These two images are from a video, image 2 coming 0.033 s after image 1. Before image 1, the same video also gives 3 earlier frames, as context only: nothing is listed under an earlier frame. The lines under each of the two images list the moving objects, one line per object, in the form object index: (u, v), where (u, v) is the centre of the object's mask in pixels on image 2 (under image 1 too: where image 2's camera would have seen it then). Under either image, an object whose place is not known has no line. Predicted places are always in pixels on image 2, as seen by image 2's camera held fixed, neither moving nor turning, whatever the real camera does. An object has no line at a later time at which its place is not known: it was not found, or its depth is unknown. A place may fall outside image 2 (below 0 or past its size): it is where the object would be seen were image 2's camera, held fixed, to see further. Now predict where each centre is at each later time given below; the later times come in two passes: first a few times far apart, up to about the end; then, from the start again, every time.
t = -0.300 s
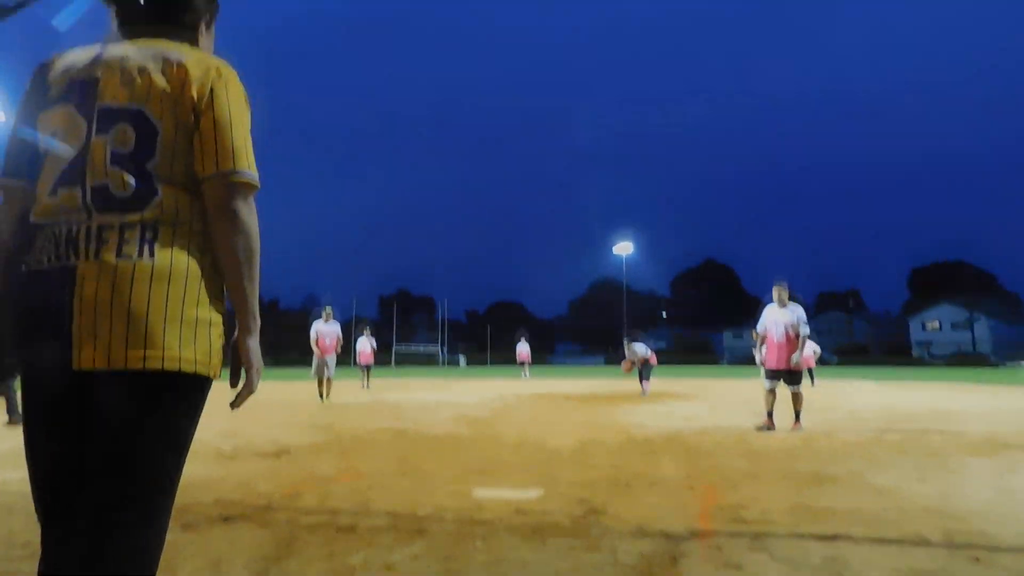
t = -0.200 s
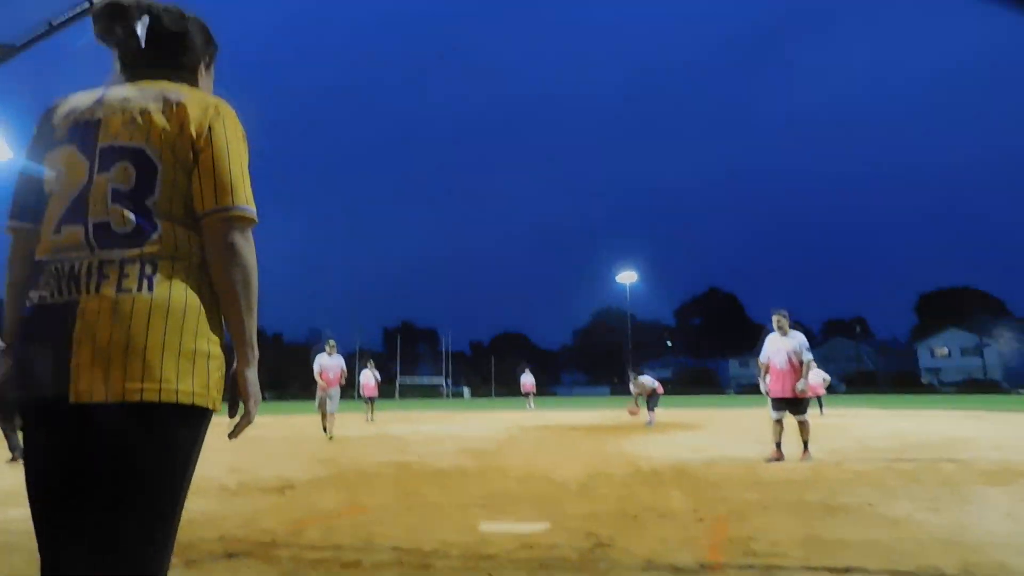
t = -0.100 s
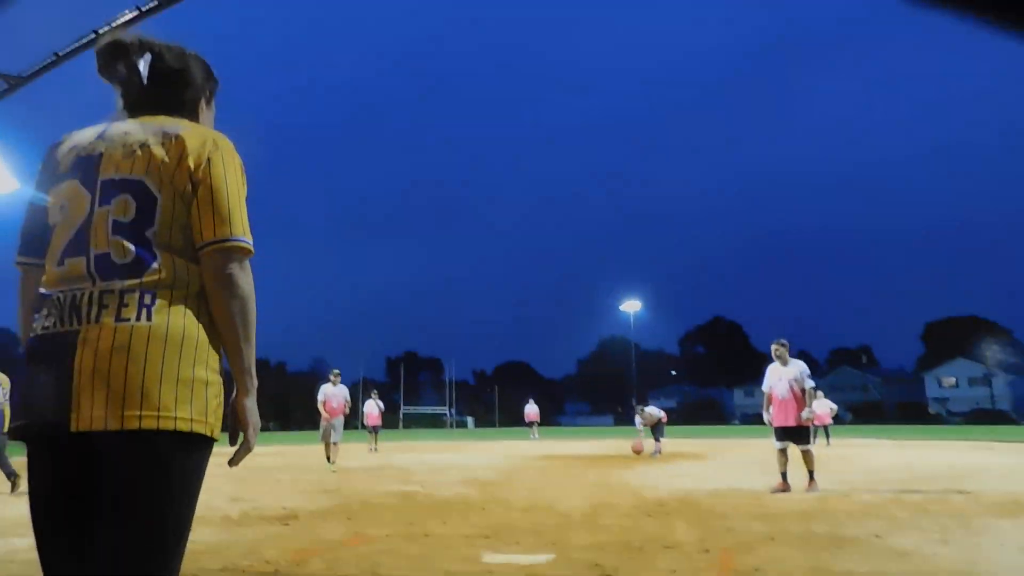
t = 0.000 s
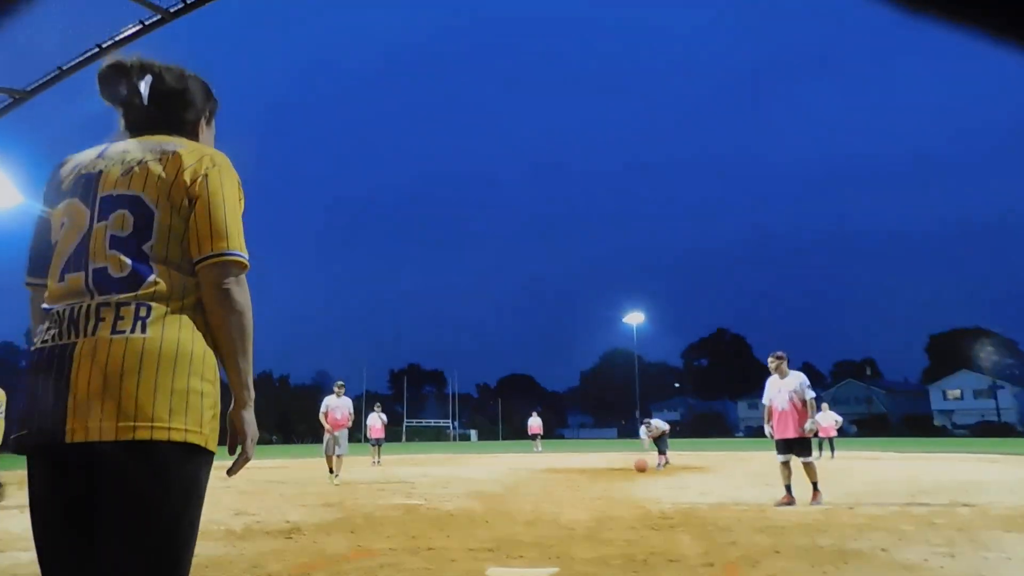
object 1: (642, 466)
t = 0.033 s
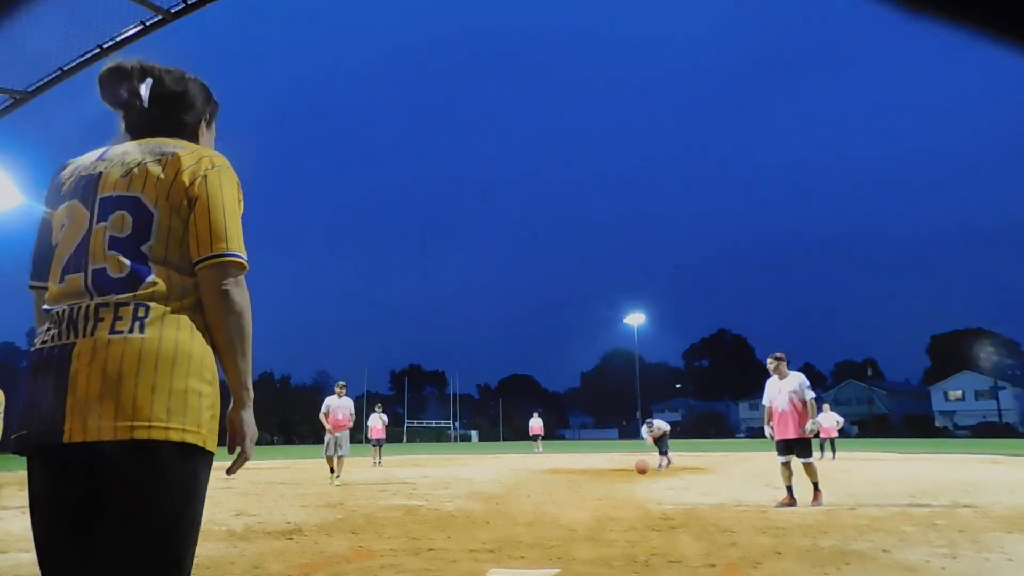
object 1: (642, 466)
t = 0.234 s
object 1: (641, 470)
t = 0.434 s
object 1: (641, 468)
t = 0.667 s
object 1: (641, 475)
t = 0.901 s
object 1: (641, 480)
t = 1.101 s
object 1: (639, 480)
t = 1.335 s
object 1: (634, 493)
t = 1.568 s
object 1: (626, 503)
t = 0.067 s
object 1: (642, 466)
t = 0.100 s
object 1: (642, 465)
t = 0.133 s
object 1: (642, 465)
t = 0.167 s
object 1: (641, 466)
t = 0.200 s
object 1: (641, 468)
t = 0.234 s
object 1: (641, 470)
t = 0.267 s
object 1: (641, 472)
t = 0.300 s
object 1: (641, 471)
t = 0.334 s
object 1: (641, 470)
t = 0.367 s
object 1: (641, 469)
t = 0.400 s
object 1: (641, 468)
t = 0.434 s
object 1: (641, 468)
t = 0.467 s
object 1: (641, 468)
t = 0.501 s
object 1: (641, 470)
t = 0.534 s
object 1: (641, 473)
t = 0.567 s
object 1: (641, 476)
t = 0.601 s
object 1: (642, 477)
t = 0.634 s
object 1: (642, 477)
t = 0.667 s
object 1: (641, 475)
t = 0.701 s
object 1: (641, 474)
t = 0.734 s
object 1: (641, 472)
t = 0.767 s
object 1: (641, 473)
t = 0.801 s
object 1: (641, 473)
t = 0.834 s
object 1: (641, 476)
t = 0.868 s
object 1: (640, 478)
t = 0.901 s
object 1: (641, 480)
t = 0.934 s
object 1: (640, 482)
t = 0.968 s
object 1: (640, 482)
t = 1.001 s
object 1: (640, 482)
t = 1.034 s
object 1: (639, 481)
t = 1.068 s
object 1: (639, 480)
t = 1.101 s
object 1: (639, 480)
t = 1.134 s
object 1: (639, 480)
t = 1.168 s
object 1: (638, 483)
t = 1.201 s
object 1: (637, 486)
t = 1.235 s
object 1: (636, 490)
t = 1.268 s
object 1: (636, 494)
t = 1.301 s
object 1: (635, 495)
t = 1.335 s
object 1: (634, 493)
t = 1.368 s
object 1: (633, 491)
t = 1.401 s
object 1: (632, 491)
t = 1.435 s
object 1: (631, 491)
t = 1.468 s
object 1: (630, 491)
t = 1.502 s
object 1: (628, 492)
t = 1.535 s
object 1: (627, 497)
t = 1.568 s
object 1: (626, 503)
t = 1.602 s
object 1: (625, 511)
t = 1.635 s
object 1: (623, 510)
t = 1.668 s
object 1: (621, 507)
